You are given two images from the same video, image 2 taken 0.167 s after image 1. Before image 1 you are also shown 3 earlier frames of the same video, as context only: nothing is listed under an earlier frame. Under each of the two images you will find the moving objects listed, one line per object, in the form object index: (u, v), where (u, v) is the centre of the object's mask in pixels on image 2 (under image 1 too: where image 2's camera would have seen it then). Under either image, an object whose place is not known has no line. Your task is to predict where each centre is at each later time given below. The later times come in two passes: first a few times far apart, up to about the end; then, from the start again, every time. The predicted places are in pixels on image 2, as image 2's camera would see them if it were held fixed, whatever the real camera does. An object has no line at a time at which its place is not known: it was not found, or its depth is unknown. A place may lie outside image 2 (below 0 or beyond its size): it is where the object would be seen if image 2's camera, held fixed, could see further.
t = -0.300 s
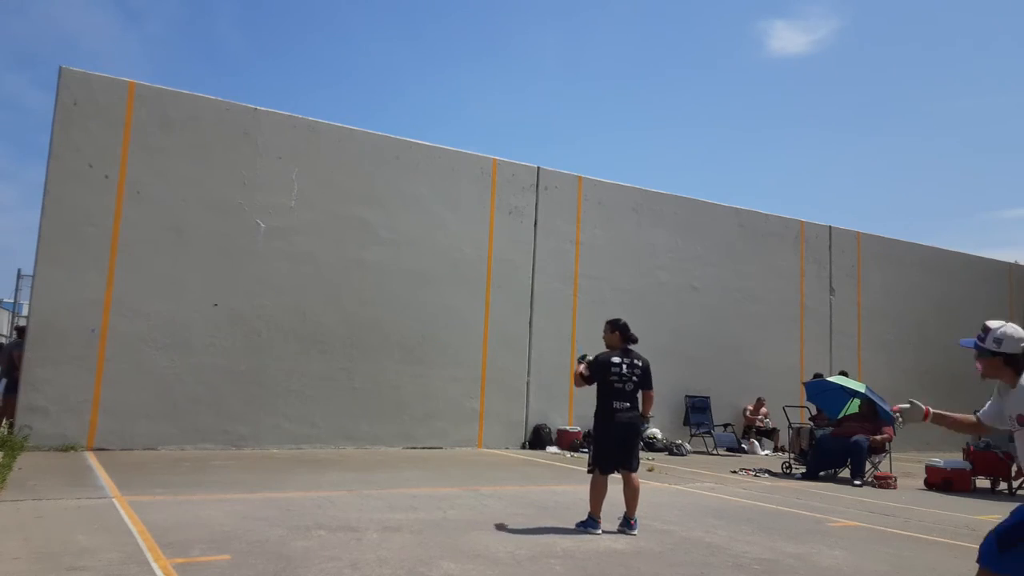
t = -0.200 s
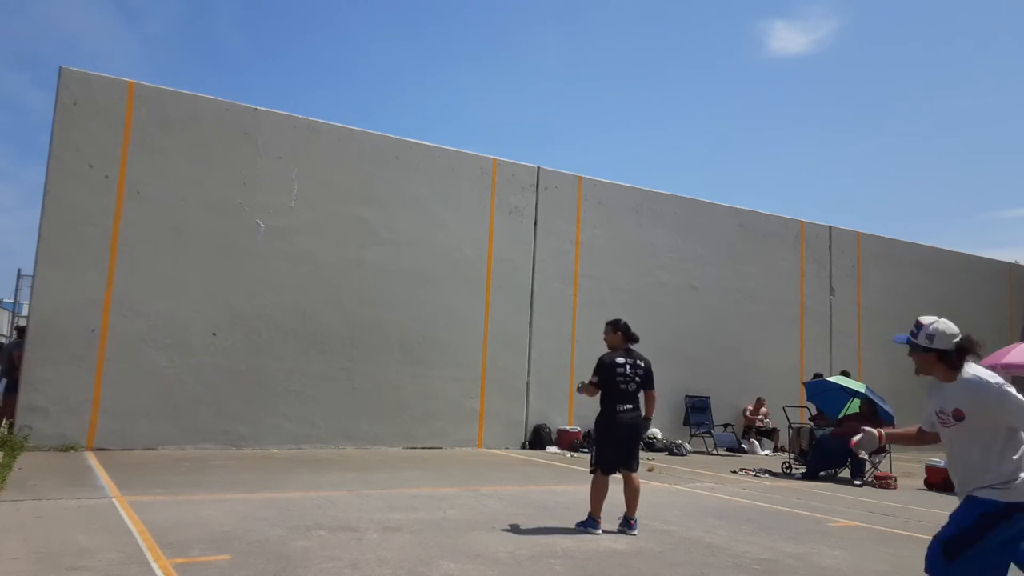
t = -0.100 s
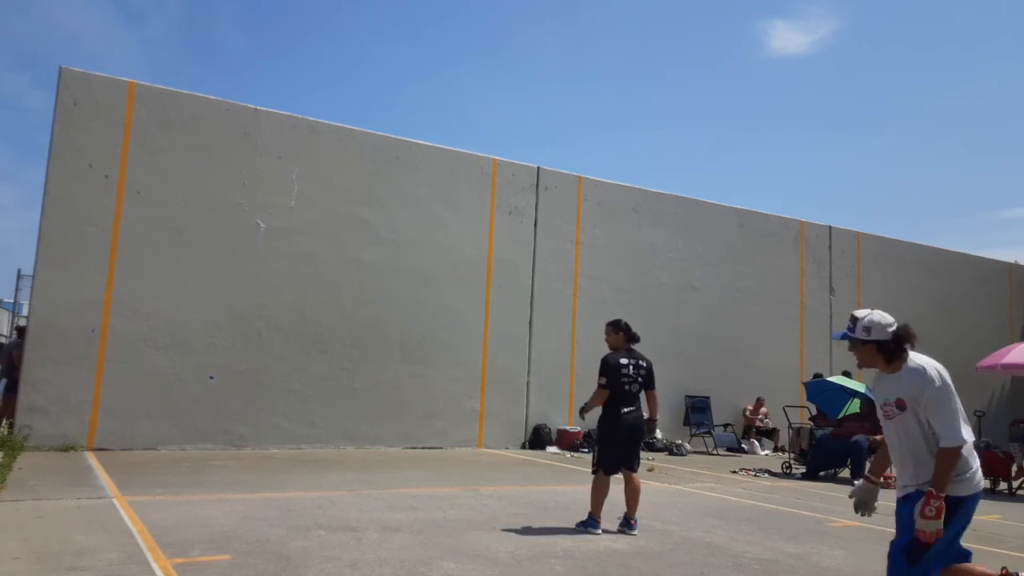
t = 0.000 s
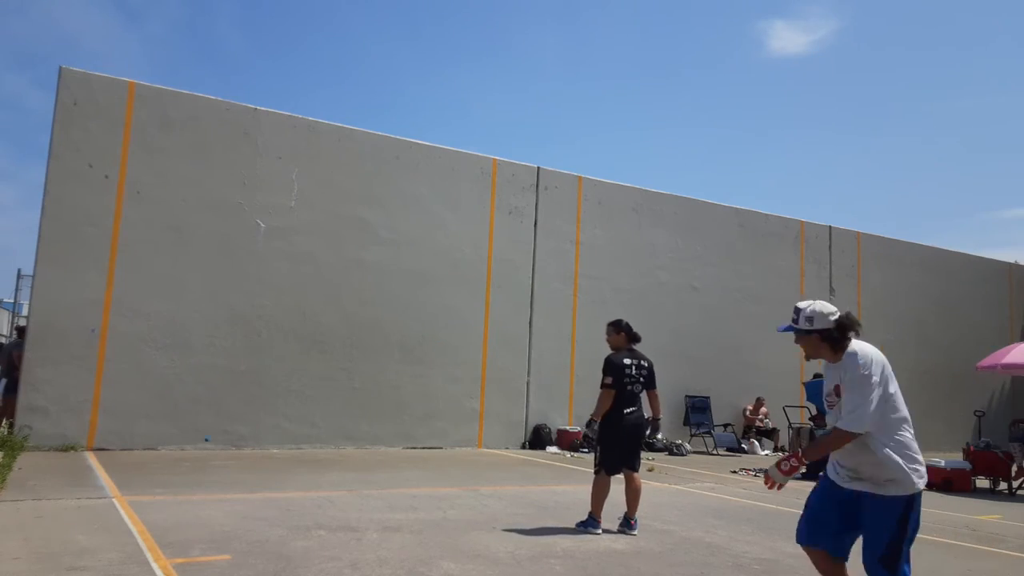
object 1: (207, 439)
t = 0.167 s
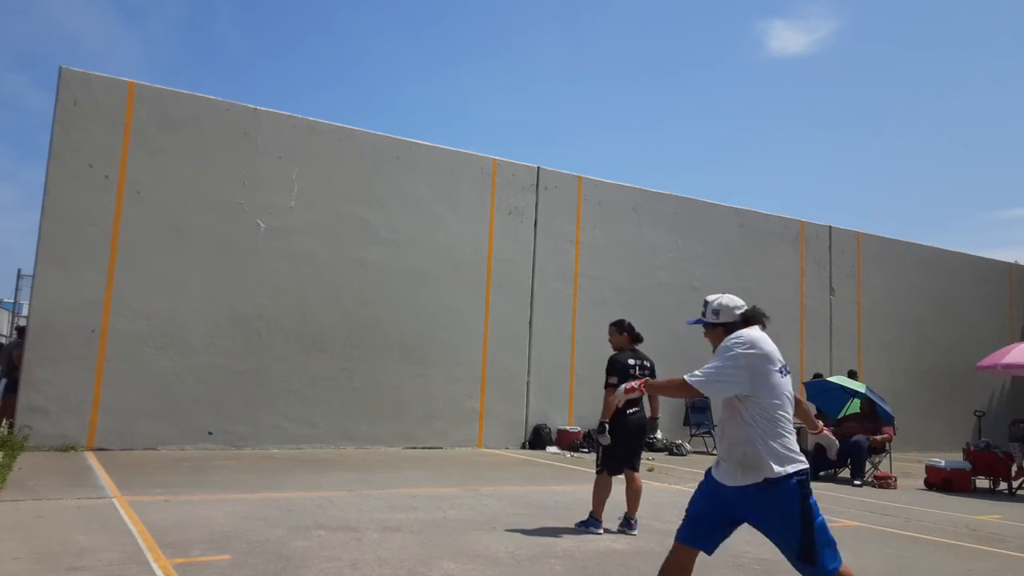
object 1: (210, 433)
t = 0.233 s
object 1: (215, 397)
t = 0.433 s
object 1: (229, 308)
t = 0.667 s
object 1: (242, 240)
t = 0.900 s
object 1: (252, 248)
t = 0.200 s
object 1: (213, 415)
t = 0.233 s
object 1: (215, 397)
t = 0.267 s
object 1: (218, 381)
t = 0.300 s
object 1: (220, 365)
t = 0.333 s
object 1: (222, 350)
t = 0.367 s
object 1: (224, 335)
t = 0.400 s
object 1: (227, 321)
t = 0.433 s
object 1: (229, 308)
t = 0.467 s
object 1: (231, 295)
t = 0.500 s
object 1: (233, 284)
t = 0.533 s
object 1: (235, 272)
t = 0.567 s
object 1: (236, 262)
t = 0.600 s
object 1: (238, 254)
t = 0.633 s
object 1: (240, 246)
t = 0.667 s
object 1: (242, 240)
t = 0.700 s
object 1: (243, 235)
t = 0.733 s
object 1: (245, 232)
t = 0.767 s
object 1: (247, 230)
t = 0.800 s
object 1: (248, 230)
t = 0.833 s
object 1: (249, 234)
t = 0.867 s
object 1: (251, 239)
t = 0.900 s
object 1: (252, 248)
